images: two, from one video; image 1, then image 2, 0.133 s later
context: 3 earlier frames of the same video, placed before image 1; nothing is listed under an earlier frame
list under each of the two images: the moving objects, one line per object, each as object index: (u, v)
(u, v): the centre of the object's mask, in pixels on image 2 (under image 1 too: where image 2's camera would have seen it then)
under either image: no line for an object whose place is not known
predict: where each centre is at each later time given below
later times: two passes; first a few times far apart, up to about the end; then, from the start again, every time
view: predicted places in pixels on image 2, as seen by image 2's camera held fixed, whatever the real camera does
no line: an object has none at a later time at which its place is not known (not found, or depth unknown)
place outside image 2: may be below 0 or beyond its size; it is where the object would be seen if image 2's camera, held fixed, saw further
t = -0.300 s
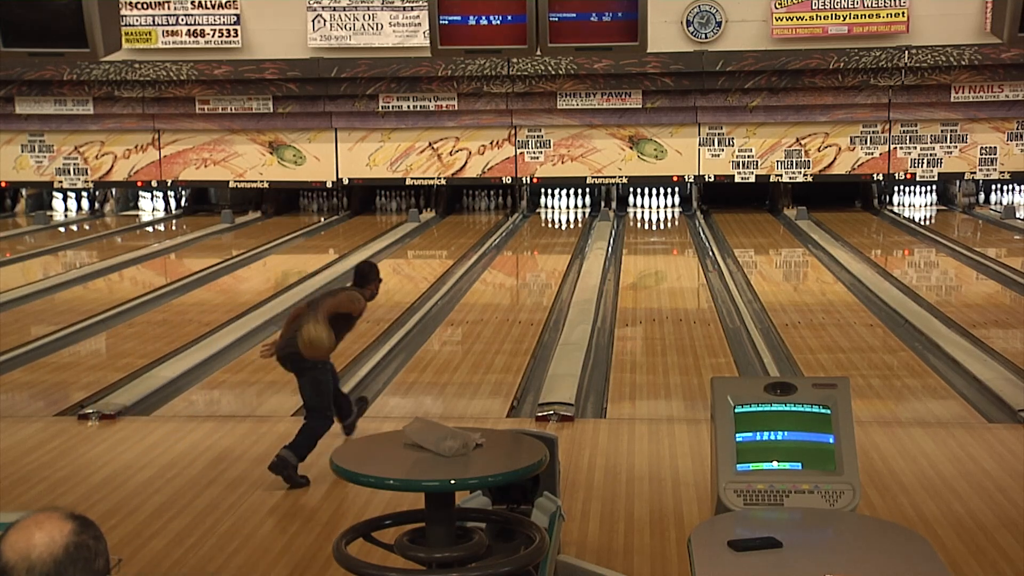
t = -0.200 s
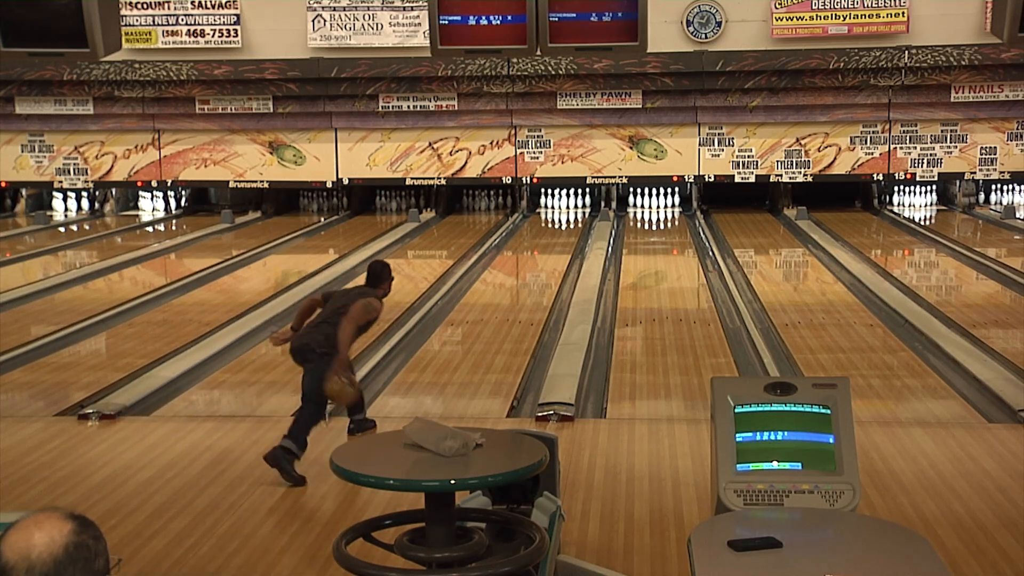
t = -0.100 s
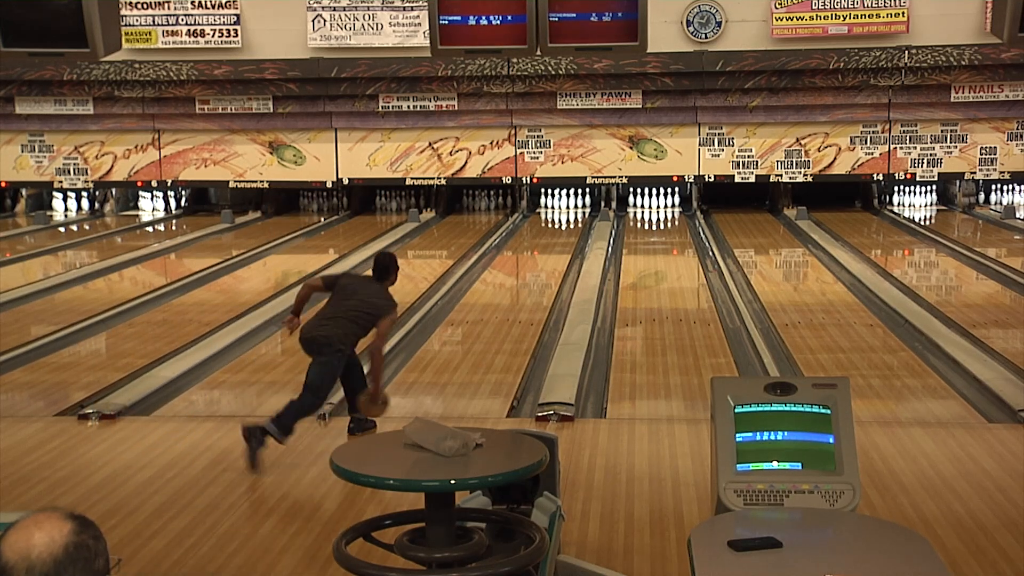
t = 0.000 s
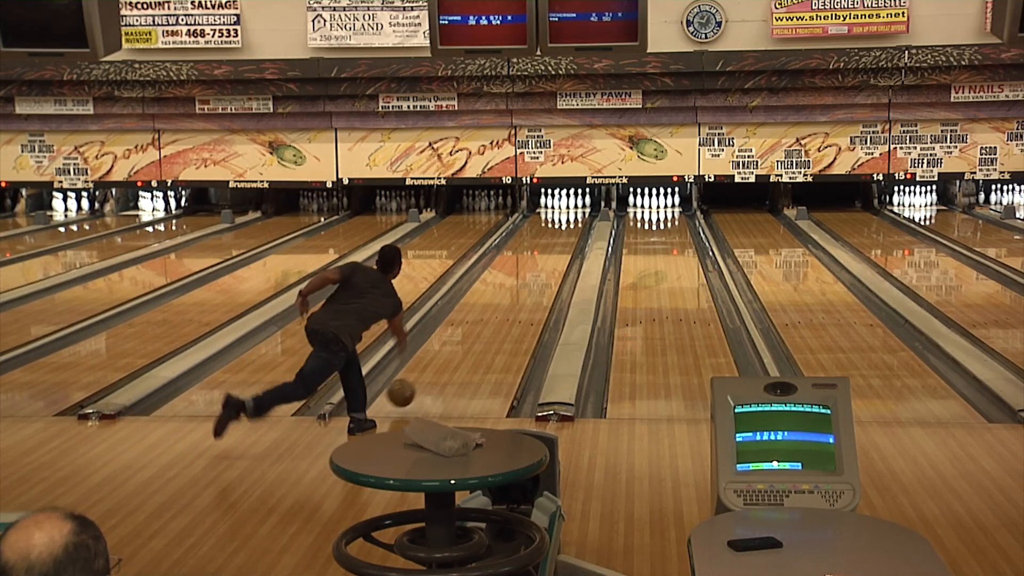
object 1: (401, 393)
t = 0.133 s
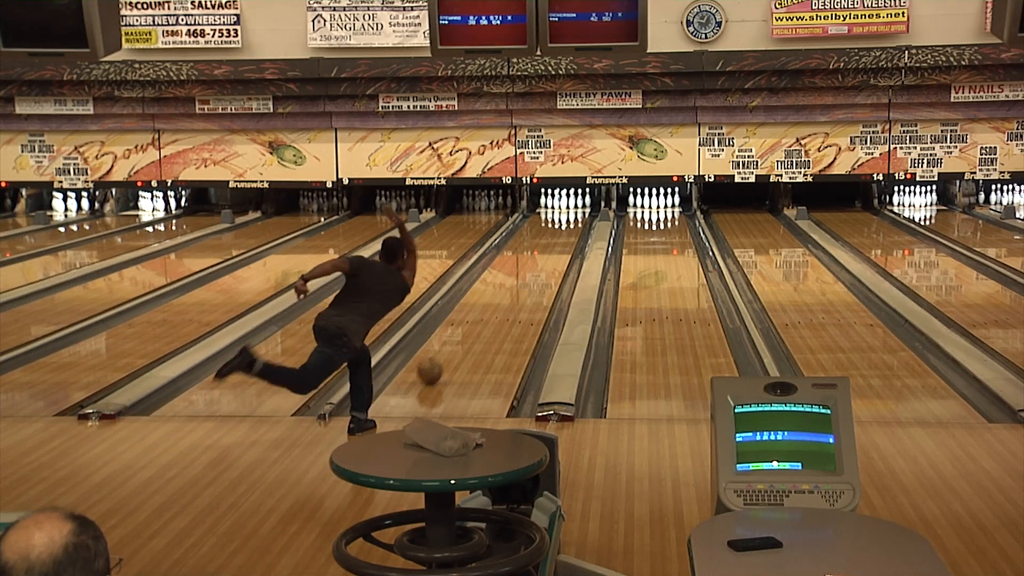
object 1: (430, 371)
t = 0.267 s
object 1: (453, 348)
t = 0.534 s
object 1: (490, 312)
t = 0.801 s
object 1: (517, 284)
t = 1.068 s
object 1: (537, 262)
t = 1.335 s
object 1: (552, 246)
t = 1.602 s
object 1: (563, 232)
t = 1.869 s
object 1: (568, 221)
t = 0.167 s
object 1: (436, 365)
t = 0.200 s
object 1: (442, 358)
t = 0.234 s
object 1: (448, 353)
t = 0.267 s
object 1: (453, 348)
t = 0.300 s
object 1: (459, 343)
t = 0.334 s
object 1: (463, 339)
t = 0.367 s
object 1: (469, 335)
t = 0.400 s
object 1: (473, 329)
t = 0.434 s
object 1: (478, 325)
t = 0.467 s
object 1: (482, 321)
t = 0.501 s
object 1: (486, 316)
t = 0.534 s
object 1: (490, 312)
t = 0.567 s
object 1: (494, 308)
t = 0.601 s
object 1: (498, 304)
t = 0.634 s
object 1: (501, 301)
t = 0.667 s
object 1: (505, 297)
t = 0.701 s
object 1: (508, 293)
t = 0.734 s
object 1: (511, 290)
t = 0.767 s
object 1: (514, 287)
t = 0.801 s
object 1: (517, 284)
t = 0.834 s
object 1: (520, 281)
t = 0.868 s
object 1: (522, 278)
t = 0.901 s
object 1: (525, 275)
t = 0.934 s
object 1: (528, 272)
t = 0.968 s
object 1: (530, 270)
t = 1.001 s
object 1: (533, 267)
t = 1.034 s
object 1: (535, 264)
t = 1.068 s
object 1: (537, 262)
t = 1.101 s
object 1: (539, 260)
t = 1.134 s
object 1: (541, 258)
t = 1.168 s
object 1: (543, 256)
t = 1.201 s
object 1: (545, 254)
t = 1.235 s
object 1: (547, 252)
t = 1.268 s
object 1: (549, 250)
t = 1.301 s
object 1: (550, 248)
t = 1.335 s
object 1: (552, 246)
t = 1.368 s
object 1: (554, 244)
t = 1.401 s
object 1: (556, 242)
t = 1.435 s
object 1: (557, 240)
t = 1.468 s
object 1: (558, 238)
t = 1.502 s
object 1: (560, 237)
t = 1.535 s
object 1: (560, 235)
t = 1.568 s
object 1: (562, 234)
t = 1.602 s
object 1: (563, 232)
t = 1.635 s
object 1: (564, 231)
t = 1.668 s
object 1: (565, 230)
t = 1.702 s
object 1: (566, 228)
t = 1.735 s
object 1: (566, 226)
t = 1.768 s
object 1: (567, 225)
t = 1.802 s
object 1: (568, 224)
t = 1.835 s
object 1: (568, 222)
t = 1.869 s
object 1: (568, 221)
